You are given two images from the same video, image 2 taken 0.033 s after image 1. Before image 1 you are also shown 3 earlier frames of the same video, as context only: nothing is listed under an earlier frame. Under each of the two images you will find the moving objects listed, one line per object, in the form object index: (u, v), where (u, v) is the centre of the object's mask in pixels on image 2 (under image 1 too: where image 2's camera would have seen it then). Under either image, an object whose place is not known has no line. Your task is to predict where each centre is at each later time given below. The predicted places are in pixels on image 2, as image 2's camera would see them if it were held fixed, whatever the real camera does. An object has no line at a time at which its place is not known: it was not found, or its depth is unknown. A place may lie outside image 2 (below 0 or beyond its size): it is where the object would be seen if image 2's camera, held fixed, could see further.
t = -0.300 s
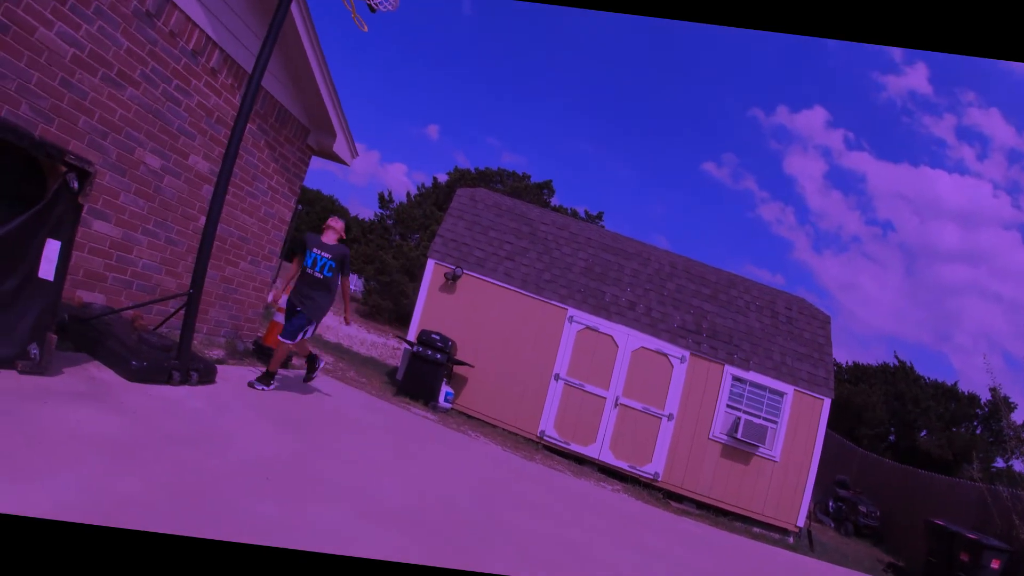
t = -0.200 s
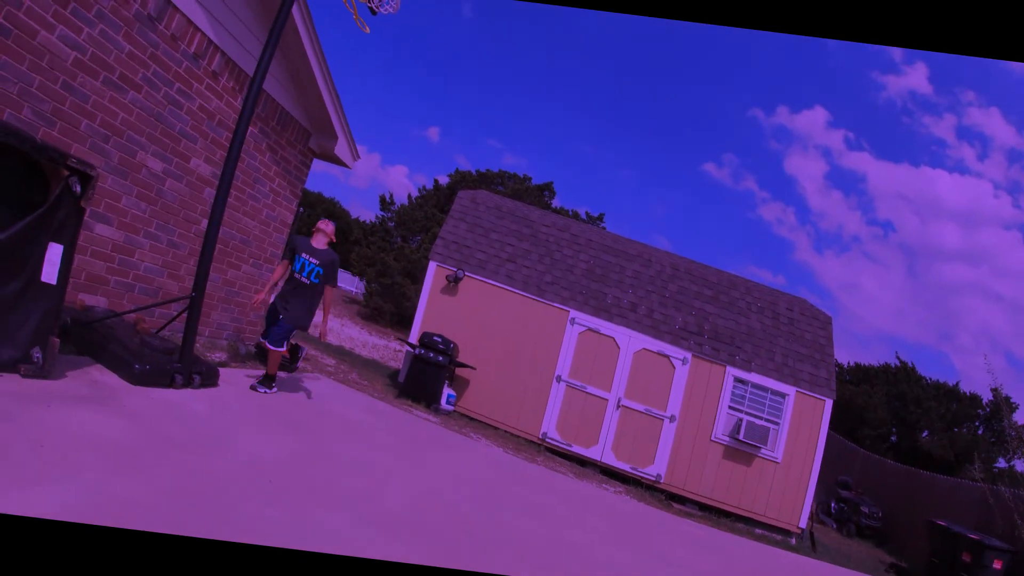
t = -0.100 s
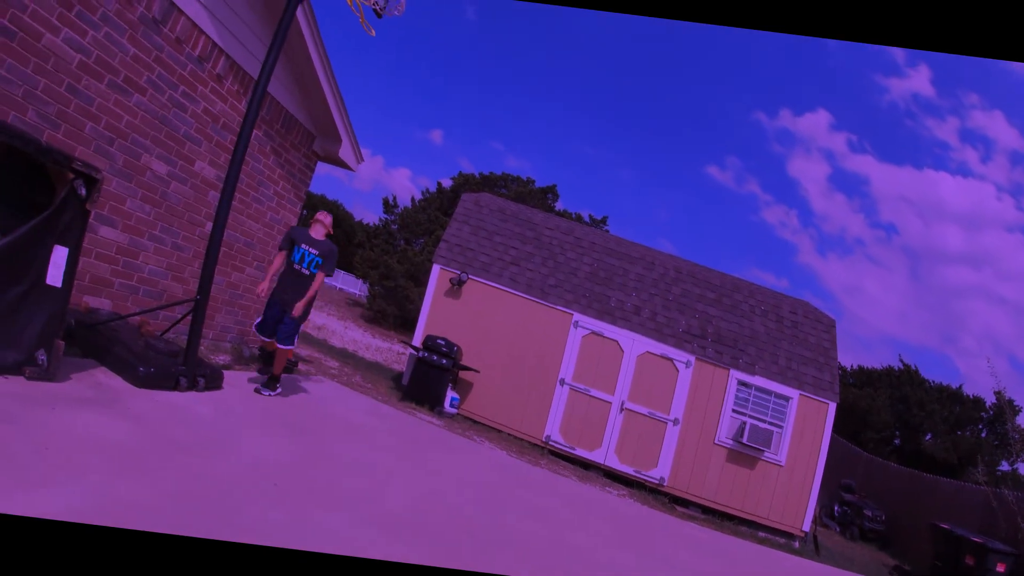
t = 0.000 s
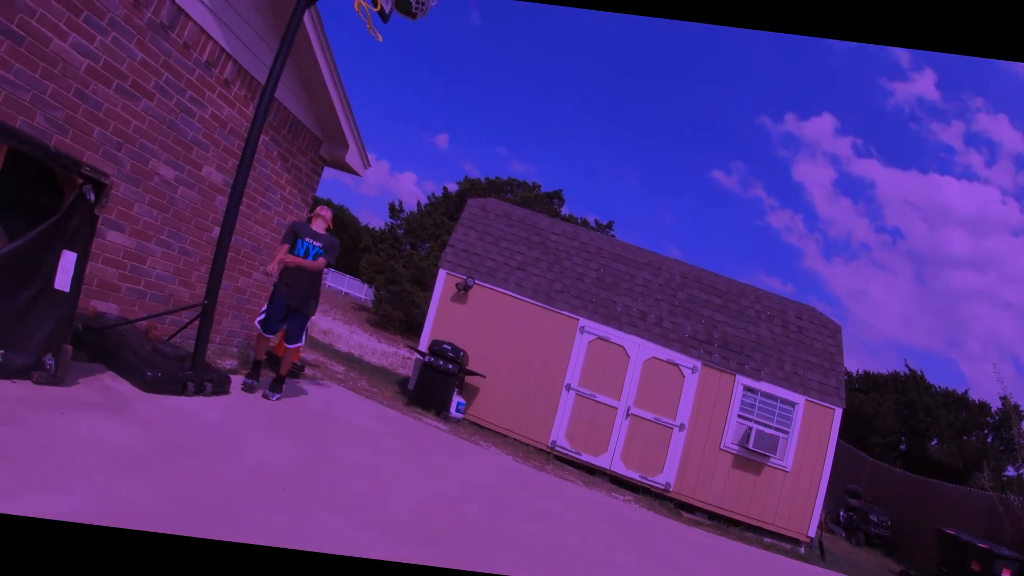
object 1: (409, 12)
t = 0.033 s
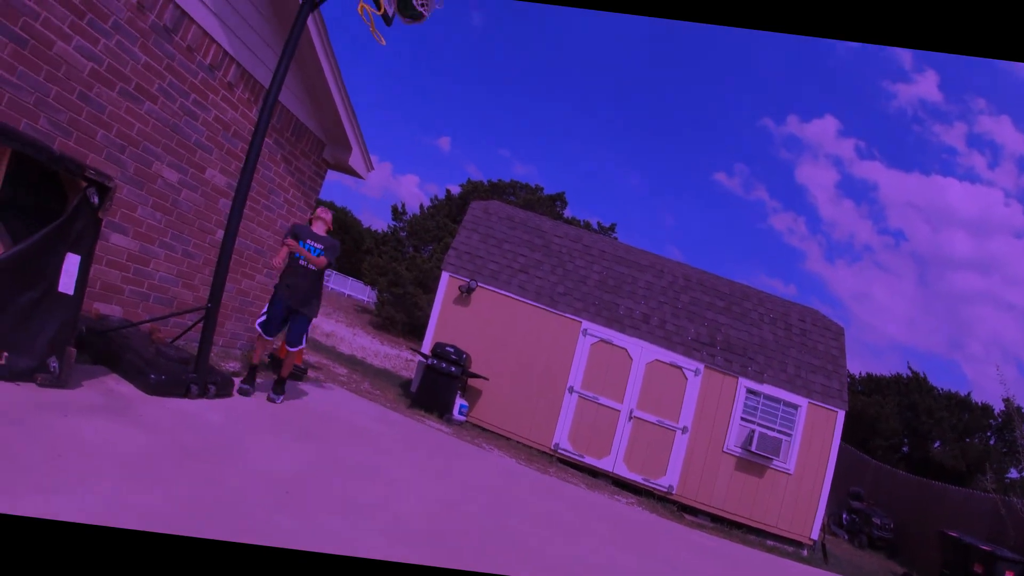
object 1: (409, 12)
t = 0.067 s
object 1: (408, 11)
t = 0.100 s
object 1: (405, 10)
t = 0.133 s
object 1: (403, 11)
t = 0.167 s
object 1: (400, 13)
